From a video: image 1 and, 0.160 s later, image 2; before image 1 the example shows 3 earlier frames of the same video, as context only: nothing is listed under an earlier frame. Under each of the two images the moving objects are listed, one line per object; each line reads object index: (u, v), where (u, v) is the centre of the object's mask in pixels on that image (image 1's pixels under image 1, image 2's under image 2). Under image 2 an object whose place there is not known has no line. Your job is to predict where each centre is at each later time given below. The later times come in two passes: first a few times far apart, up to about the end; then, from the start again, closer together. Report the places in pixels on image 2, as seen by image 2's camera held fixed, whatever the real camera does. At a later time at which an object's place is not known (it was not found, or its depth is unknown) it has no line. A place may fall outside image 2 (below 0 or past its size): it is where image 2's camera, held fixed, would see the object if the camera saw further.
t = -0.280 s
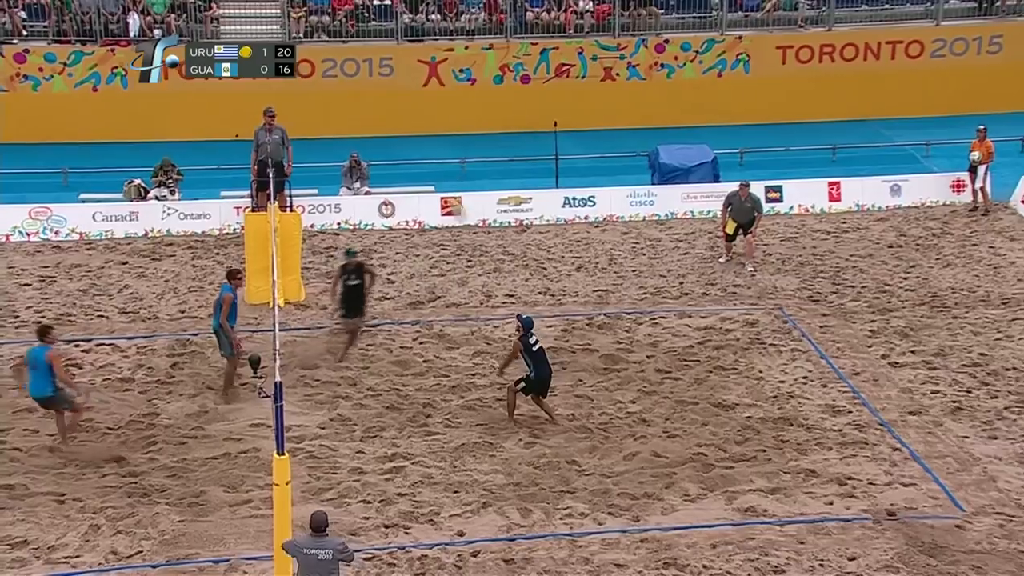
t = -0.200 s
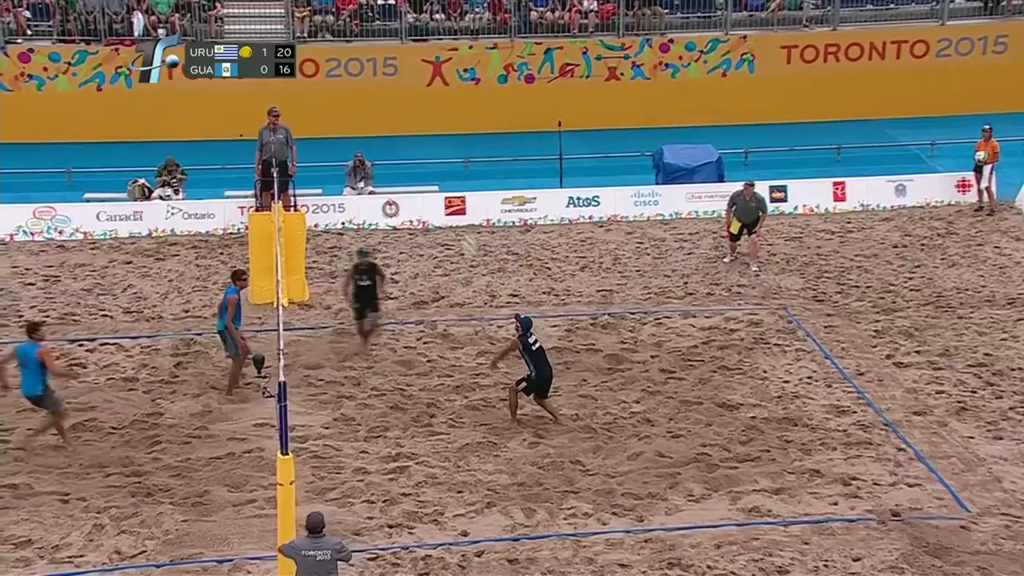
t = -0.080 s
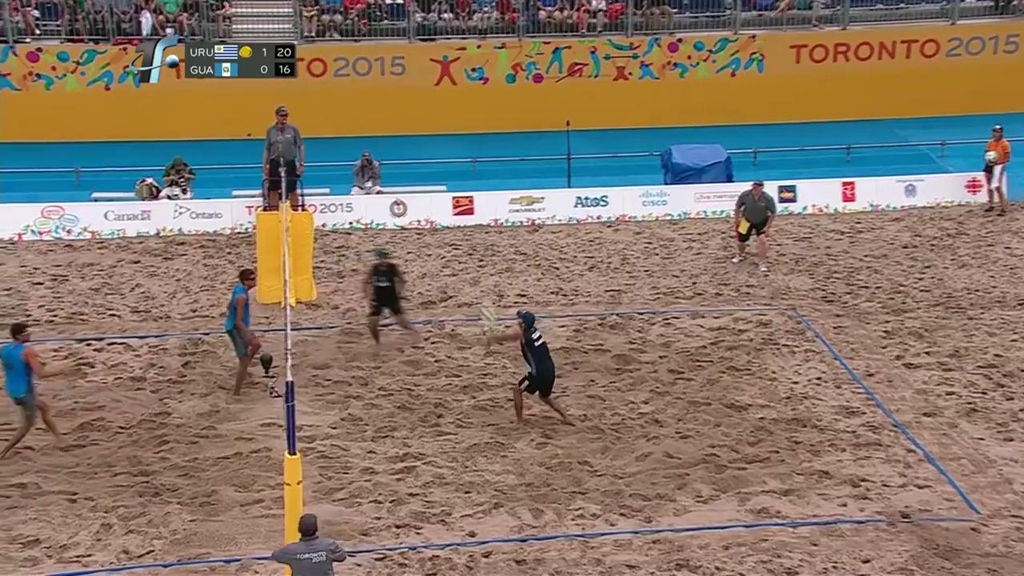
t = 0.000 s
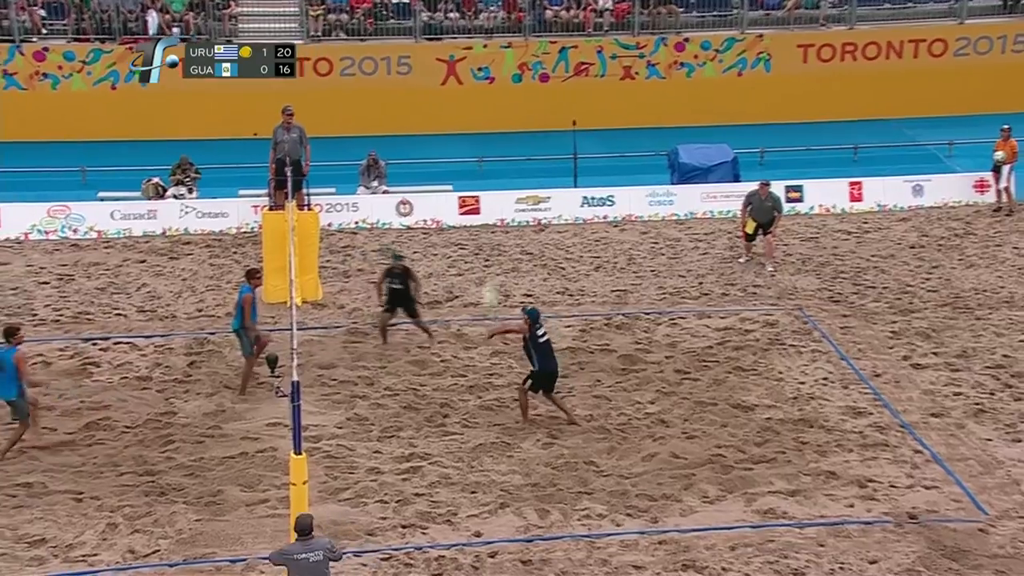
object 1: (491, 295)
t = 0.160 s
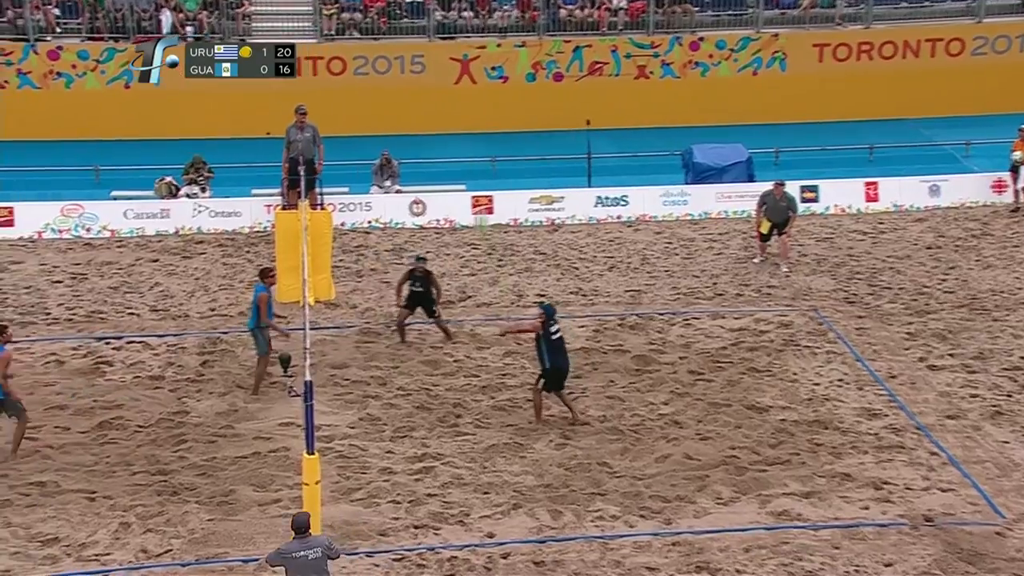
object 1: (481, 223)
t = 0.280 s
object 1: (466, 176)
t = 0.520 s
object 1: (436, 118)
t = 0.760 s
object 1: (409, 104)
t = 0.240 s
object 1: (471, 189)
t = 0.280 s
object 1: (466, 176)
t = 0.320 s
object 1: (461, 163)
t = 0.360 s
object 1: (456, 151)
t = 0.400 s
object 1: (451, 142)
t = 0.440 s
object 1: (446, 132)
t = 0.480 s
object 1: (441, 123)
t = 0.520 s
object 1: (436, 118)
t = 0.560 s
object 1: (432, 112)
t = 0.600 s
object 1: (427, 108)
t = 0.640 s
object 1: (422, 106)
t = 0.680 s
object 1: (418, 105)
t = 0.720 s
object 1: (413, 104)
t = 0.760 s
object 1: (409, 104)
